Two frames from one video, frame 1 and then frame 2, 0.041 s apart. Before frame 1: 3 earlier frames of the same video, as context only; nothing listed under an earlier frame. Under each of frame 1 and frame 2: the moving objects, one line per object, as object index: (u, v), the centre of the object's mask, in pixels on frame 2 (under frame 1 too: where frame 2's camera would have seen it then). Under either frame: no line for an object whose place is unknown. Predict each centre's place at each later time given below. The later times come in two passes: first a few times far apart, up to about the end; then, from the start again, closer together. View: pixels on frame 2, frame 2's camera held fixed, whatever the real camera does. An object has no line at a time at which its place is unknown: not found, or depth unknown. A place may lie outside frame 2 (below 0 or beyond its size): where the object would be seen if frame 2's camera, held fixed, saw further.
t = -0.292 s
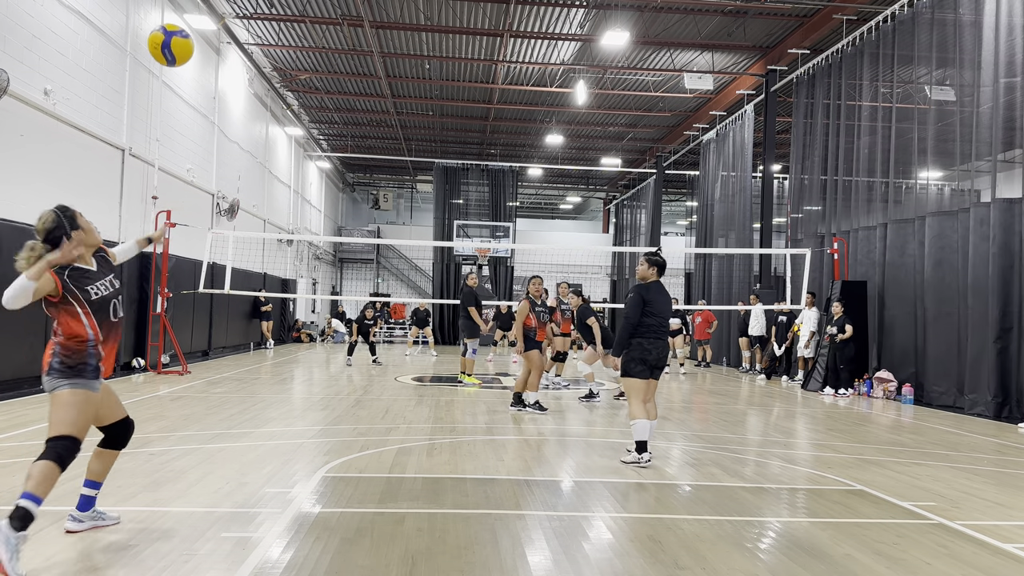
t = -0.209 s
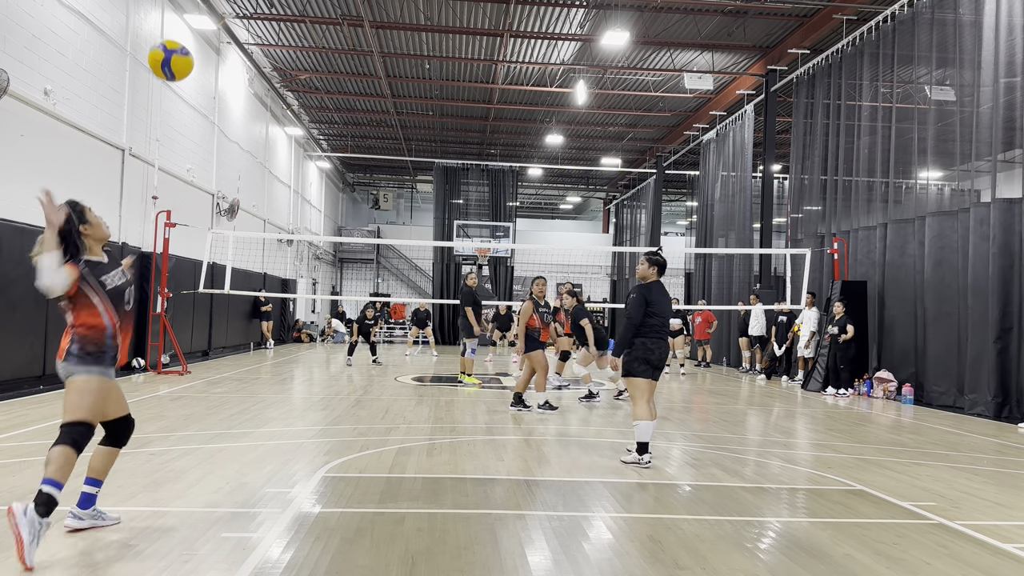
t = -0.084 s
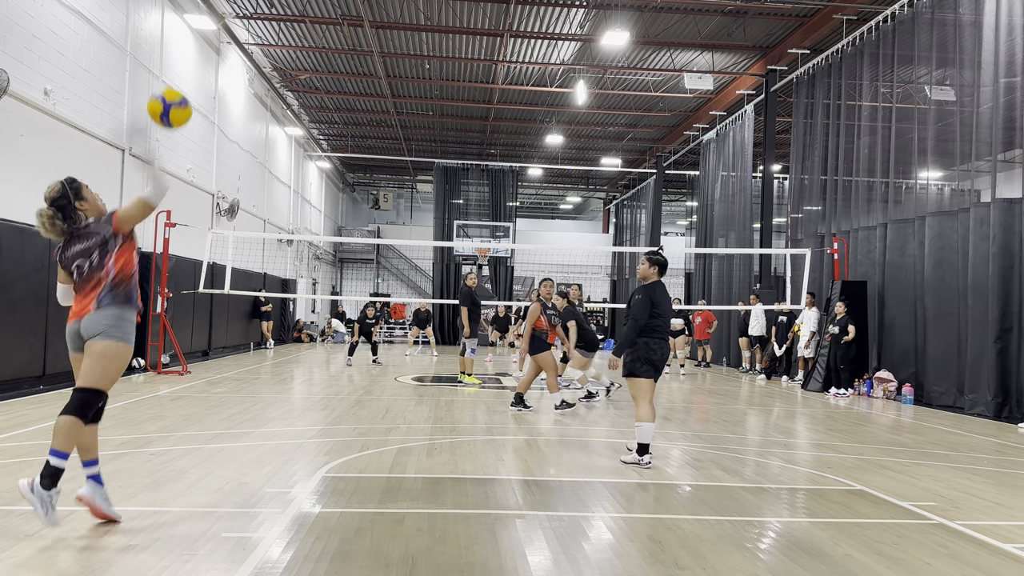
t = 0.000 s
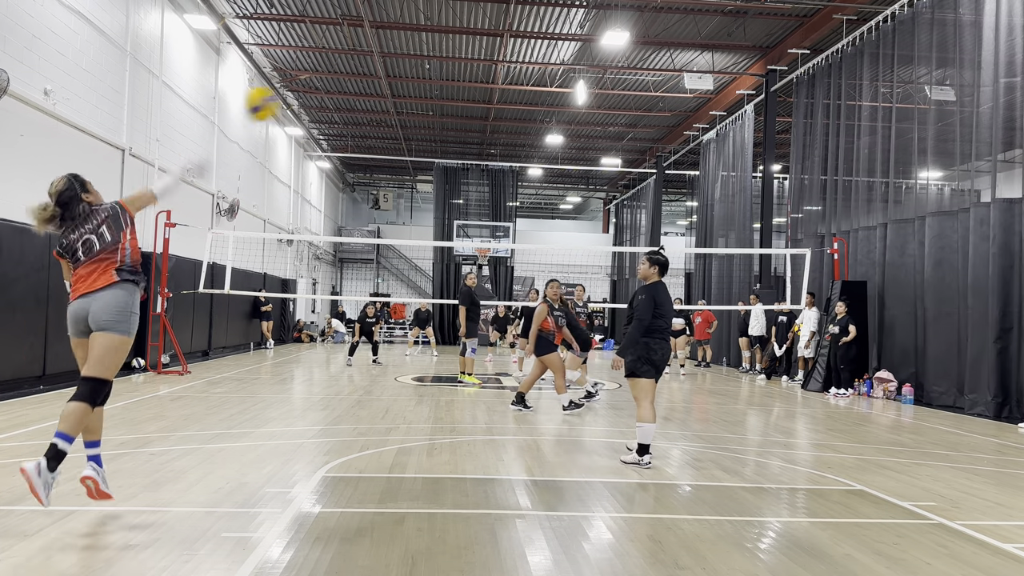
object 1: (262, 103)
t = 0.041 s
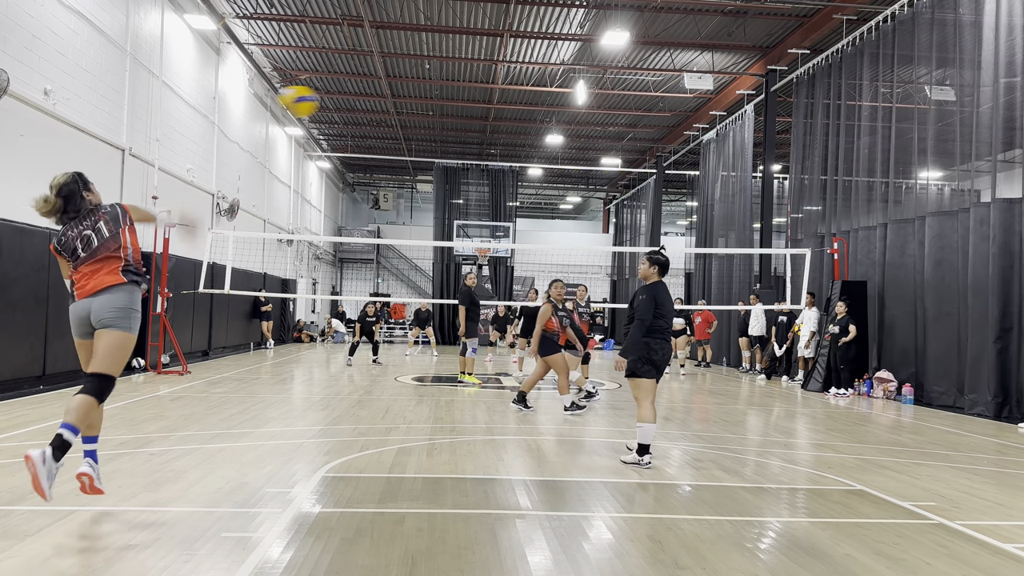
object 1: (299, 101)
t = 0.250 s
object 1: (411, 118)
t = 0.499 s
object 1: (465, 161)
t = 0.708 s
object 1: (488, 205)
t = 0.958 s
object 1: (503, 261)
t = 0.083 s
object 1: (329, 102)
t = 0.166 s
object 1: (377, 108)
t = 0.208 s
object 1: (396, 112)
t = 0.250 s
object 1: (411, 118)
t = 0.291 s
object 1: (423, 124)
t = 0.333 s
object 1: (434, 131)
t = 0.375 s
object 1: (444, 138)
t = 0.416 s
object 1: (451, 145)
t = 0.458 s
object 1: (459, 153)
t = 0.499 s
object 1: (465, 161)
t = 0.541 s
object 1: (470, 170)
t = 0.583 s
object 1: (475, 178)
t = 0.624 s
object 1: (480, 187)
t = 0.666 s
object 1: (484, 196)
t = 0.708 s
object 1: (488, 205)
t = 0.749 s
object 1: (491, 214)
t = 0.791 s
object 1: (493, 223)
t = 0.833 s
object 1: (496, 232)
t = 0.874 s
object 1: (498, 239)
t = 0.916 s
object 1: (500, 252)
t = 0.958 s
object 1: (503, 261)
